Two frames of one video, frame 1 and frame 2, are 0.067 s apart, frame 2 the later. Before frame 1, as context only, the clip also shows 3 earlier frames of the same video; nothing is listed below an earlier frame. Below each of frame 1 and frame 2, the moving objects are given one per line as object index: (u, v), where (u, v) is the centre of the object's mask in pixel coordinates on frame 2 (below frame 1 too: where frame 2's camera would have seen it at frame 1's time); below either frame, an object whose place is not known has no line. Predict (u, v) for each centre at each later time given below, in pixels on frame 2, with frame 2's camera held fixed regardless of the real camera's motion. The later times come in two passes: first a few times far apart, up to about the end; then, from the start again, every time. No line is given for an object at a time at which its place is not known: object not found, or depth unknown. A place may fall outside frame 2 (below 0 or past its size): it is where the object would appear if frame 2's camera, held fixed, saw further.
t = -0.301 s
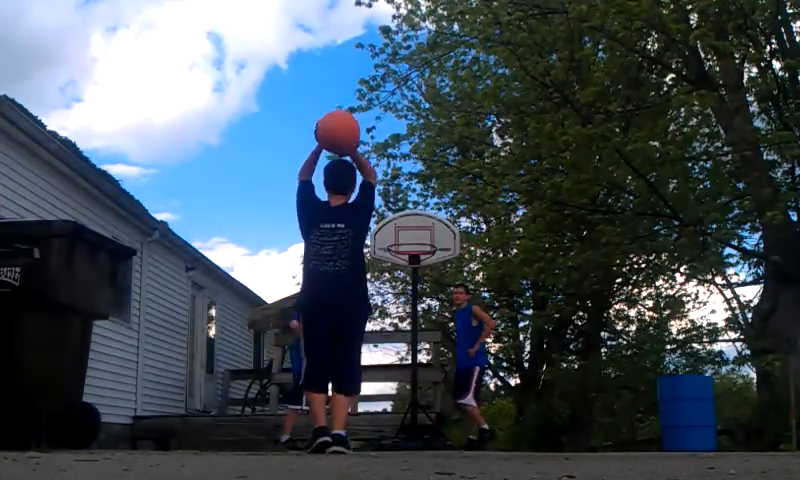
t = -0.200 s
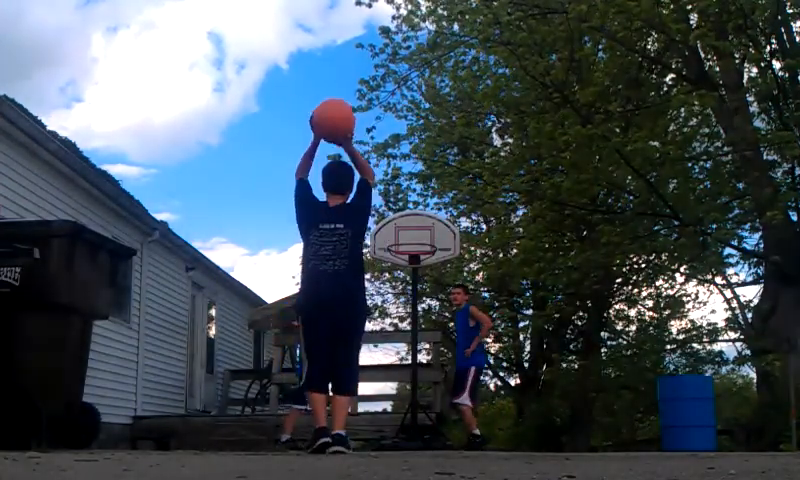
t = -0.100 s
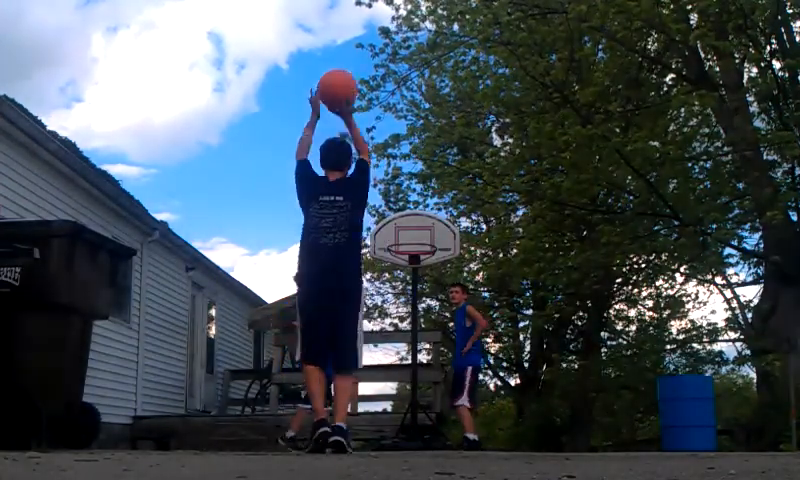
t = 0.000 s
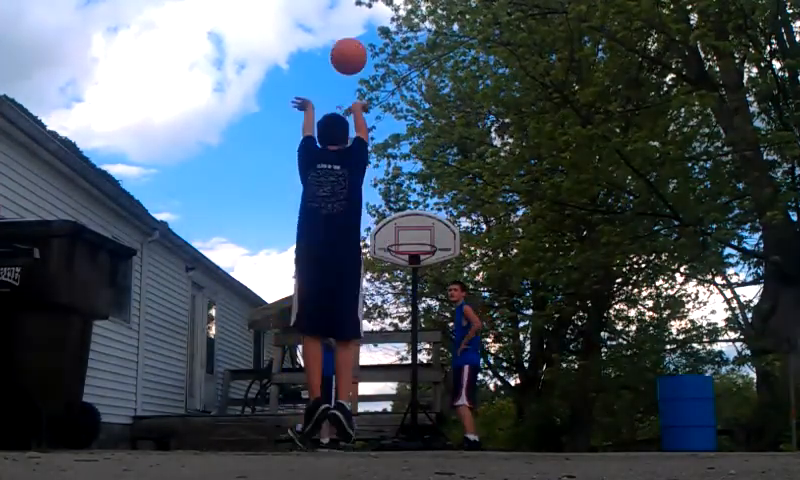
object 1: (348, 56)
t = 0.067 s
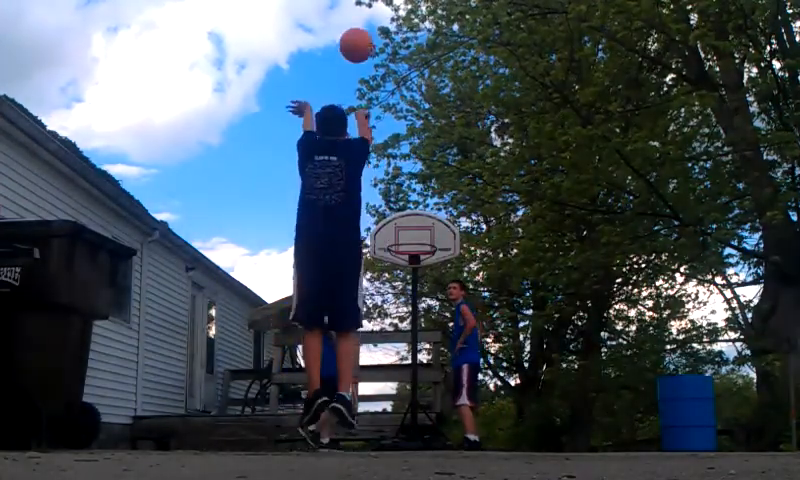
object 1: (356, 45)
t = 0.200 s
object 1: (369, 43)
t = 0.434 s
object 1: (388, 83)
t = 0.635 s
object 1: (402, 148)
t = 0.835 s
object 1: (413, 235)
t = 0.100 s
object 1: (360, 43)
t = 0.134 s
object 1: (363, 41)
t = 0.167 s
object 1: (367, 42)
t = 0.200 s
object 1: (369, 43)
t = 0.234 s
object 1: (372, 46)
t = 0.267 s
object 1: (374, 50)
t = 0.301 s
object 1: (378, 55)
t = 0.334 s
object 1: (380, 60)
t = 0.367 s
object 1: (383, 67)
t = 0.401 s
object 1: (386, 75)
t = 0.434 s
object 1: (388, 83)
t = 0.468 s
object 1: (390, 92)
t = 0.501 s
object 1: (392, 102)
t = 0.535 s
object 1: (394, 113)
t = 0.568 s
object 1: (397, 124)
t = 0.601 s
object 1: (399, 136)
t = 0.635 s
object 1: (402, 148)
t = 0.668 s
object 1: (403, 161)
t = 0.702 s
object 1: (405, 175)
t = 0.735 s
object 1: (408, 188)
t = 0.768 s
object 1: (409, 203)
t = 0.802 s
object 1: (410, 219)
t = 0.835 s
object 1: (413, 235)
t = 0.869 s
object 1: (414, 250)
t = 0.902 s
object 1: (415, 263)
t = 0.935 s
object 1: (415, 277)
